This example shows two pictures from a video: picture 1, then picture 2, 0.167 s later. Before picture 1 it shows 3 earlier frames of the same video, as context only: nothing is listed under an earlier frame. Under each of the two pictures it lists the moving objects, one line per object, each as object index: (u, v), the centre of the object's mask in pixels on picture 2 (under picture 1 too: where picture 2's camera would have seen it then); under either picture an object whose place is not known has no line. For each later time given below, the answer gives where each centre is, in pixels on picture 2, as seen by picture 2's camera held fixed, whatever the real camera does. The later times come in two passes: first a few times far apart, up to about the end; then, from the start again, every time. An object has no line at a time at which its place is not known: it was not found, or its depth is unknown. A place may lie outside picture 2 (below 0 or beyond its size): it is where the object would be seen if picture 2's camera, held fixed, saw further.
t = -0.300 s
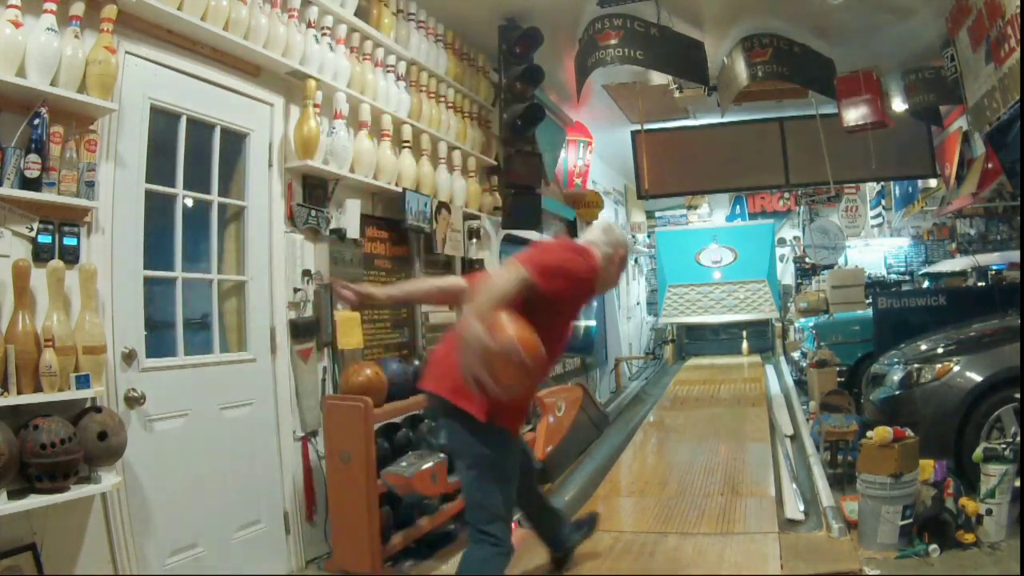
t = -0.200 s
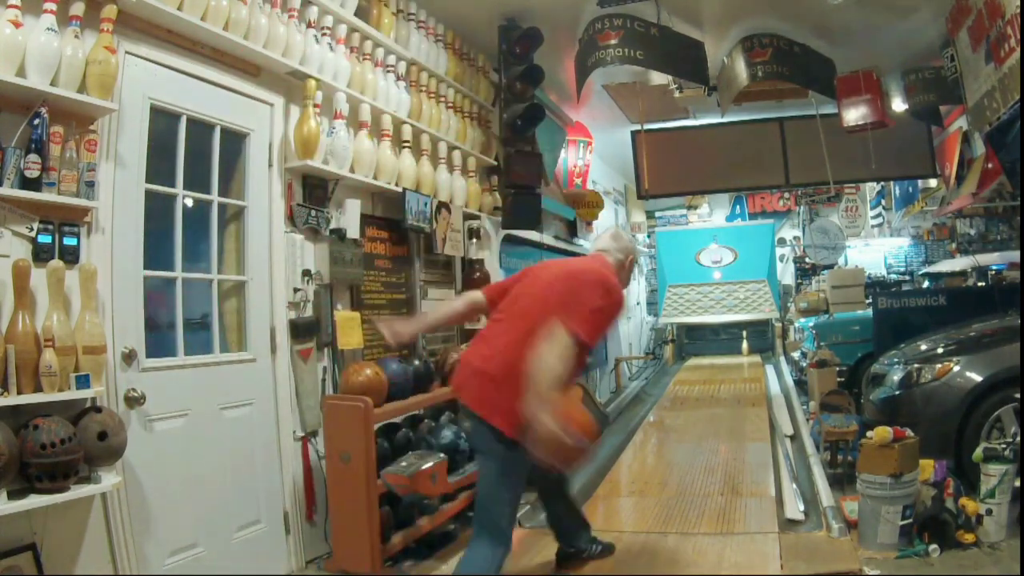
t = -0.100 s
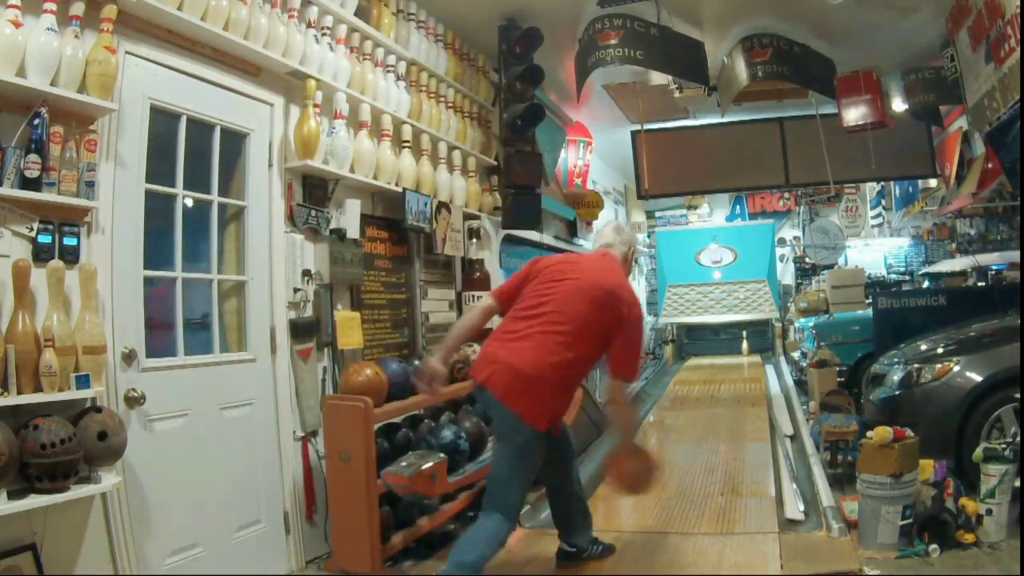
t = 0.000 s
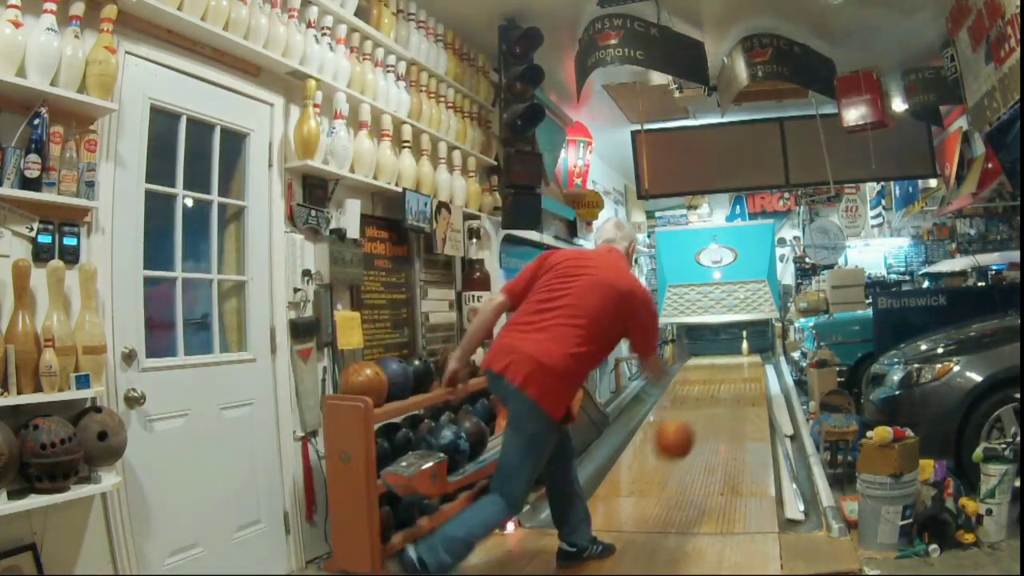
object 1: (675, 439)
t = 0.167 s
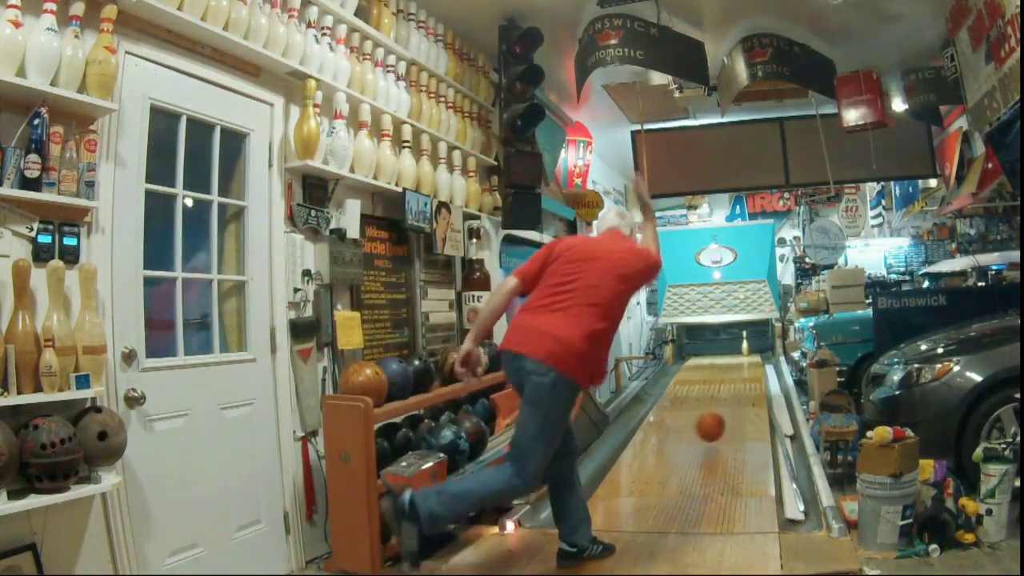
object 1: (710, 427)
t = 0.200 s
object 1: (716, 426)
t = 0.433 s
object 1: (735, 384)
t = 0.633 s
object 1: (742, 363)
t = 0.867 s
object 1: (744, 349)
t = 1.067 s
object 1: (740, 348)
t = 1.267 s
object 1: (735, 350)
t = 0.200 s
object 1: (716, 426)
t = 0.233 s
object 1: (719, 416)
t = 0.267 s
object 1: (723, 408)
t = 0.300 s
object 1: (726, 402)
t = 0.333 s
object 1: (728, 398)
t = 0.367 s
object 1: (730, 392)
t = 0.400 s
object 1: (733, 389)
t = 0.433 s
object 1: (735, 384)
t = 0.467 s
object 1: (736, 380)
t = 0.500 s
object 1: (738, 375)
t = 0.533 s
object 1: (740, 371)
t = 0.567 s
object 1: (741, 369)
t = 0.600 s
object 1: (741, 366)
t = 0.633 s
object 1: (742, 363)
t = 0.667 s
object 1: (742, 360)
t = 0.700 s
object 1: (743, 357)
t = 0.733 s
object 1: (743, 355)
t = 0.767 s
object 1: (743, 353)
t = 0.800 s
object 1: (744, 351)
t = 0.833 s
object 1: (744, 350)
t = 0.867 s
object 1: (744, 349)
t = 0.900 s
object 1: (743, 349)
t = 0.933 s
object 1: (743, 349)
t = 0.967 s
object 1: (743, 348)
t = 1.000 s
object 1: (742, 348)
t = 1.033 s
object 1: (741, 347)
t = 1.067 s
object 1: (740, 348)
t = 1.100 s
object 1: (739, 347)
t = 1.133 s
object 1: (739, 347)
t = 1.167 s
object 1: (737, 347)
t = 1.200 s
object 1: (736, 347)
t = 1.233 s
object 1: (736, 349)
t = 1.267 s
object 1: (735, 350)
